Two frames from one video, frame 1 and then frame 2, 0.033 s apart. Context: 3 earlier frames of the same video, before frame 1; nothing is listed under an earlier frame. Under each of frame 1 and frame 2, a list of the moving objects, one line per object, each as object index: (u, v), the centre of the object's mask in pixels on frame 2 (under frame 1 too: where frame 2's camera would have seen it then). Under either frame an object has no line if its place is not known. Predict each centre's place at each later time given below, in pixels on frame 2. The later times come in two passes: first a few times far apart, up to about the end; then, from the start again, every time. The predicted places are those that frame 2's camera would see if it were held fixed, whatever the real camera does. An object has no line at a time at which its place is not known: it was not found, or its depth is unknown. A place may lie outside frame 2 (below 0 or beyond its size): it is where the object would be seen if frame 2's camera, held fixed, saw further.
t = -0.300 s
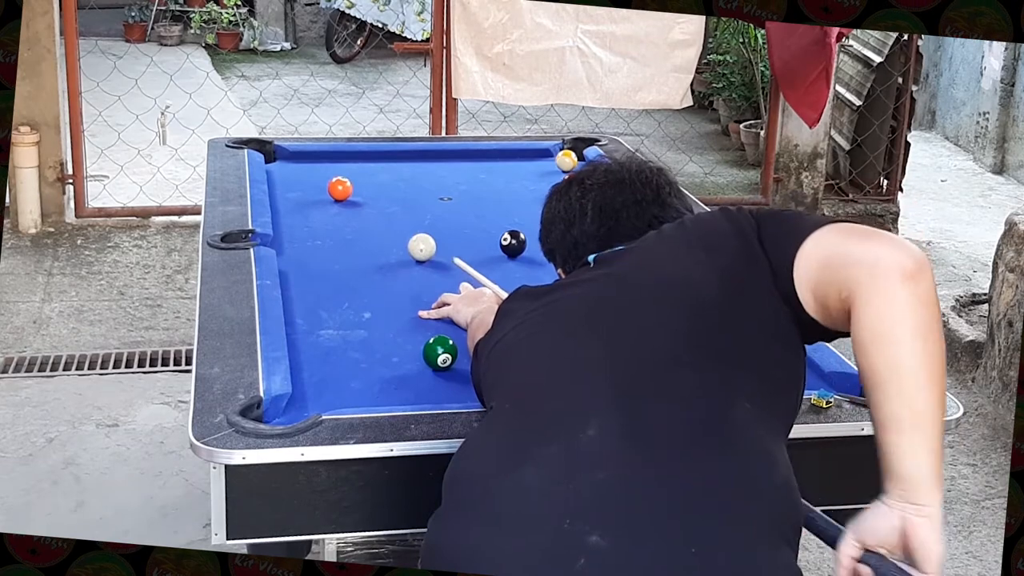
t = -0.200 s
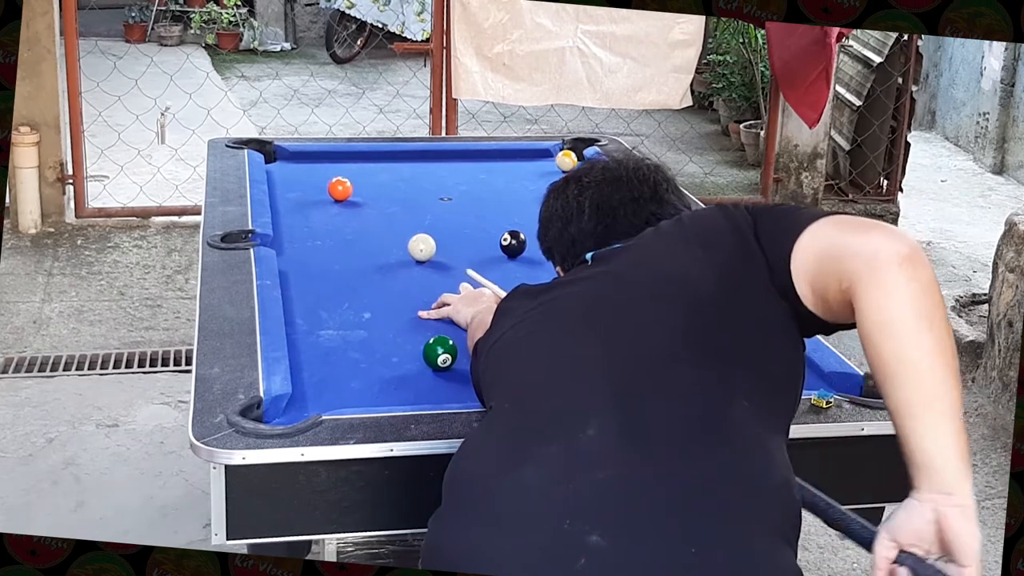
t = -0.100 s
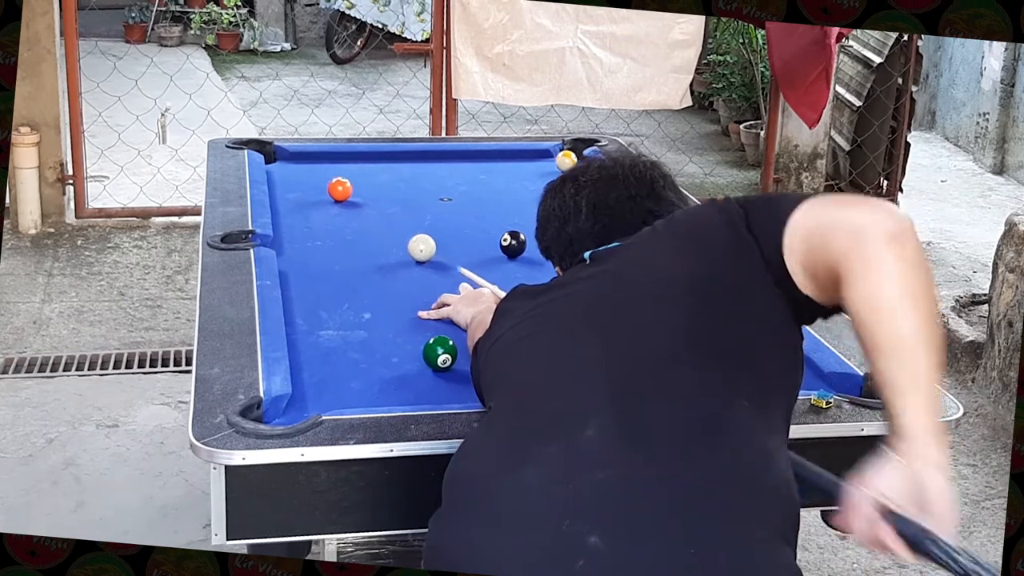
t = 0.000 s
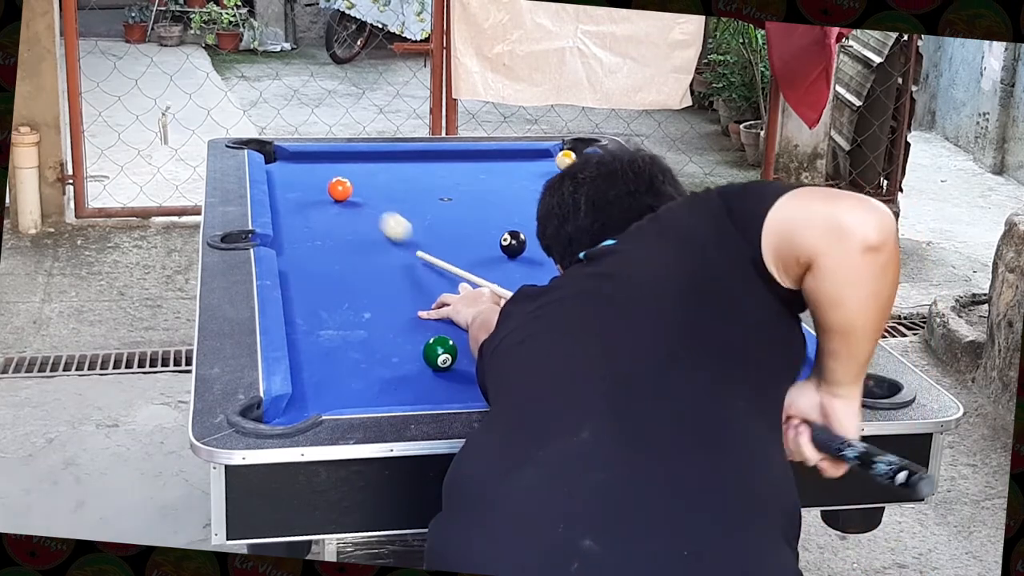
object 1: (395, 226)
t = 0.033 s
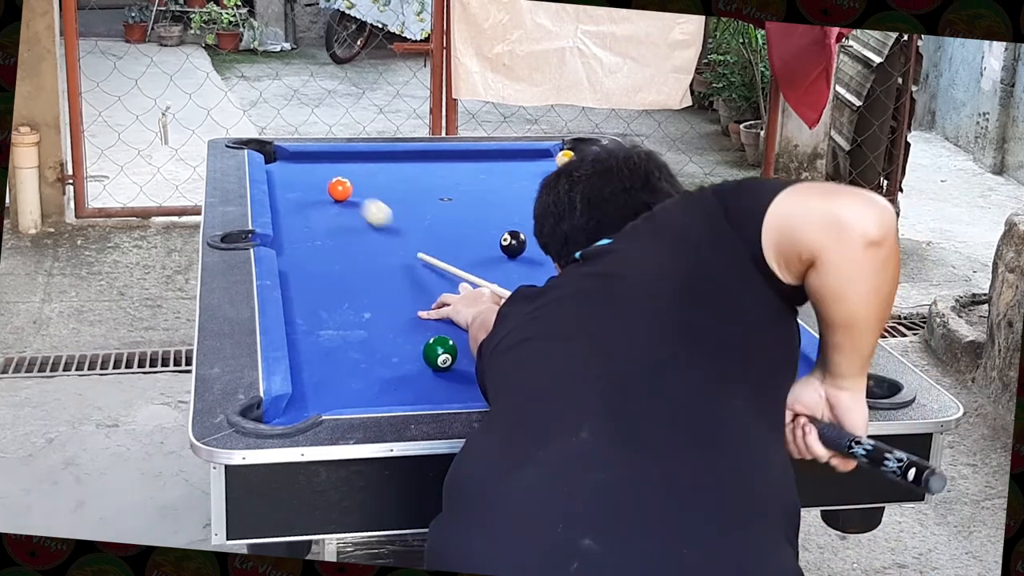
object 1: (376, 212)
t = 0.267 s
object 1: (366, 189)
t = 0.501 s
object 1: (383, 185)
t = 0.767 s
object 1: (400, 181)
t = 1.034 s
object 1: (416, 178)
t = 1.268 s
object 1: (428, 175)
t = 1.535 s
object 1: (439, 172)
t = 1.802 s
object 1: (449, 170)
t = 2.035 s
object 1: (457, 169)
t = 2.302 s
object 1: (464, 168)
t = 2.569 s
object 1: (469, 167)
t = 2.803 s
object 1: (471, 166)
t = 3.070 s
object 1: (472, 166)
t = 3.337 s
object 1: (472, 166)
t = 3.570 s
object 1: (471, 166)
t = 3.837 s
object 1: (471, 166)
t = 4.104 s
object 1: (471, 166)
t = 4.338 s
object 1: (471, 166)
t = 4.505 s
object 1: (471, 166)
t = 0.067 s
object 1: (360, 200)
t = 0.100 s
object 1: (352, 193)
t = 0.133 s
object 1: (355, 192)
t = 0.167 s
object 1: (358, 191)
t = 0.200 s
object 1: (360, 191)
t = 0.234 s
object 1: (363, 190)
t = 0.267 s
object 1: (366, 189)
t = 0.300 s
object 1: (368, 189)
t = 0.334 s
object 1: (371, 188)
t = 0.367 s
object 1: (373, 188)
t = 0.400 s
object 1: (376, 187)
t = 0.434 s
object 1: (378, 187)
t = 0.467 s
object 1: (380, 186)
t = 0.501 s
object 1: (383, 185)
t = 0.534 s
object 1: (385, 185)
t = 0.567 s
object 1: (387, 184)
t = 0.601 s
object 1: (390, 184)
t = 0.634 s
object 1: (392, 183)
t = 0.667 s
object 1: (394, 183)
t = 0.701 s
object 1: (396, 182)
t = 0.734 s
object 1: (398, 182)
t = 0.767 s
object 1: (400, 181)
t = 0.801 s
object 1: (402, 181)
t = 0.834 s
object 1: (404, 180)
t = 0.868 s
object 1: (406, 180)
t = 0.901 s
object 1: (408, 180)
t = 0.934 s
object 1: (410, 179)
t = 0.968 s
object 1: (412, 179)
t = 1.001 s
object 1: (414, 178)
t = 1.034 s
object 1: (416, 178)
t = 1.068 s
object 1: (418, 177)
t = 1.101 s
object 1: (419, 177)
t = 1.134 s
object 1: (421, 177)
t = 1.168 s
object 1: (423, 176)
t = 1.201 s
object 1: (424, 176)
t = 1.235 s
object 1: (426, 175)
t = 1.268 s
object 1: (428, 175)
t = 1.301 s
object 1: (429, 175)
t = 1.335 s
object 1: (431, 175)
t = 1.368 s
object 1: (432, 174)
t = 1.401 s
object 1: (434, 174)
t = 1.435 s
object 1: (435, 174)
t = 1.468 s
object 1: (436, 173)
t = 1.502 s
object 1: (438, 173)
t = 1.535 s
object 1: (439, 172)
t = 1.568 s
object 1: (441, 172)
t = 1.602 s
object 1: (442, 172)
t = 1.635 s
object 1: (443, 172)
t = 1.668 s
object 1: (444, 171)
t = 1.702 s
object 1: (446, 171)
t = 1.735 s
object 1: (447, 171)
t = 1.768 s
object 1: (448, 171)
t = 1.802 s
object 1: (449, 170)
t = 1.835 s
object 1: (451, 170)
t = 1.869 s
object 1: (452, 170)
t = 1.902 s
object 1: (453, 170)
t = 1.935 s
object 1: (454, 169)
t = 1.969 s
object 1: (455, 169)
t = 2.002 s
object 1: (456, 169)
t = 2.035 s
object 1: (457, 169)
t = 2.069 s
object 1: (458, 169)
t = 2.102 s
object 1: (459, 169)
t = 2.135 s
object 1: (460, 169)
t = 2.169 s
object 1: (460, 168)
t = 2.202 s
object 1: (461, 168)
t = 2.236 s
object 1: (462, 168)
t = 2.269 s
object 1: (463, 168)
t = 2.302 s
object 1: (464, 168)
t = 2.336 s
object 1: (464, 168)
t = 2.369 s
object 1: (465, 168)
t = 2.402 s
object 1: (466, 167)
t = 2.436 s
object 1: (466, 167)
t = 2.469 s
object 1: (467, 167)
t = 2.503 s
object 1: (468, 167)
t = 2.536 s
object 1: (468, 167)
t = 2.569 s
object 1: (469, 167)
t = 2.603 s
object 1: (469, 167)
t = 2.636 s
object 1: (470, 167)
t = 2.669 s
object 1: (470, 167)
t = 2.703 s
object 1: (470, 167)
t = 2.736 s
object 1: (471, 166)
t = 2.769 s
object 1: (471, 166)
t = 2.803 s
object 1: (471, 166)
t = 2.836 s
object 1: (472, 166)
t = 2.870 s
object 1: (472, 166)
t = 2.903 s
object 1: (472, 166)
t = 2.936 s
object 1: (472, 166)
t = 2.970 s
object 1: (472, 166)
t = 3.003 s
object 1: (472, 166)
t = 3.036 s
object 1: (472, 166)
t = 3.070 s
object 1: (472, 166)
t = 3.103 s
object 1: (472, 166)
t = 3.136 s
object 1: (472, 166)
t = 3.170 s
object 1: (472, 166)
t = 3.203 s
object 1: (472, 166)
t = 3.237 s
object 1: (472, 166)
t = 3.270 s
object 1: (472, 166)
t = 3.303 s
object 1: (472, 166)
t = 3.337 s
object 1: (472, 166)
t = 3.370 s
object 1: (472, 166)
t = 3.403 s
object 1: (472, 166)
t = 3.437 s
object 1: (472, 166)
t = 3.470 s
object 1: (472, 166)
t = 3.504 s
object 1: (471, 166)
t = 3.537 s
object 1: (471, 166)
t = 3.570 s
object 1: (471, 166)
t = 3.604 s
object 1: (471, 166)
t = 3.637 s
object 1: (471, 166)
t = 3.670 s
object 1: (471, 166)
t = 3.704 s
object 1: (471, 166)
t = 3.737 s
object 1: (471, 166)
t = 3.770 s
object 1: (471, 166)
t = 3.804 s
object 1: (471, 166)
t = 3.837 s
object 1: (471, 166)
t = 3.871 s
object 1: (471, 166)
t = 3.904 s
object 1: (471, 166)
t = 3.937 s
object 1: (471, 166)
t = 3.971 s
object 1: (471, 166)
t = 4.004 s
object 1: (471, 166)
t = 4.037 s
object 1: (471, 166)
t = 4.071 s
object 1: (471, 166)
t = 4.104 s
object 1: (471, 166)
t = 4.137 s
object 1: (471, 166)
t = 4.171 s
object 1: (471, 166)
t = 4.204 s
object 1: (471, 166)
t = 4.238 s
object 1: (471, 166)
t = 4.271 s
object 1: (471, 166)
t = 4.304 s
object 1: (471, 166)
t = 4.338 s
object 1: (471, 166)
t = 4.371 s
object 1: (472, 166)
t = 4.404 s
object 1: (472, 166)
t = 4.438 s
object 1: (472, 166)
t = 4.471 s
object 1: (471, 166)
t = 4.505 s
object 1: (471, 166)
